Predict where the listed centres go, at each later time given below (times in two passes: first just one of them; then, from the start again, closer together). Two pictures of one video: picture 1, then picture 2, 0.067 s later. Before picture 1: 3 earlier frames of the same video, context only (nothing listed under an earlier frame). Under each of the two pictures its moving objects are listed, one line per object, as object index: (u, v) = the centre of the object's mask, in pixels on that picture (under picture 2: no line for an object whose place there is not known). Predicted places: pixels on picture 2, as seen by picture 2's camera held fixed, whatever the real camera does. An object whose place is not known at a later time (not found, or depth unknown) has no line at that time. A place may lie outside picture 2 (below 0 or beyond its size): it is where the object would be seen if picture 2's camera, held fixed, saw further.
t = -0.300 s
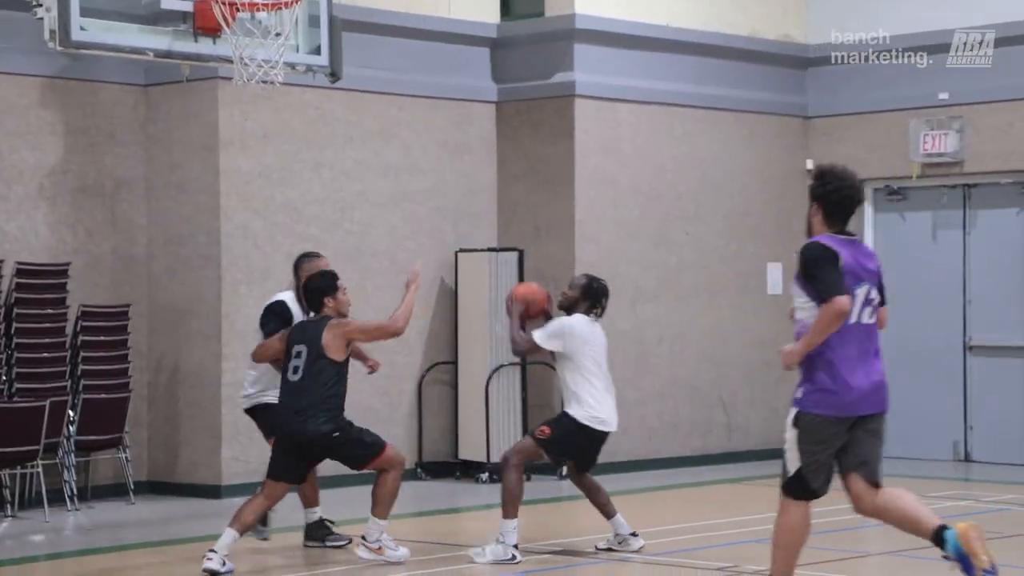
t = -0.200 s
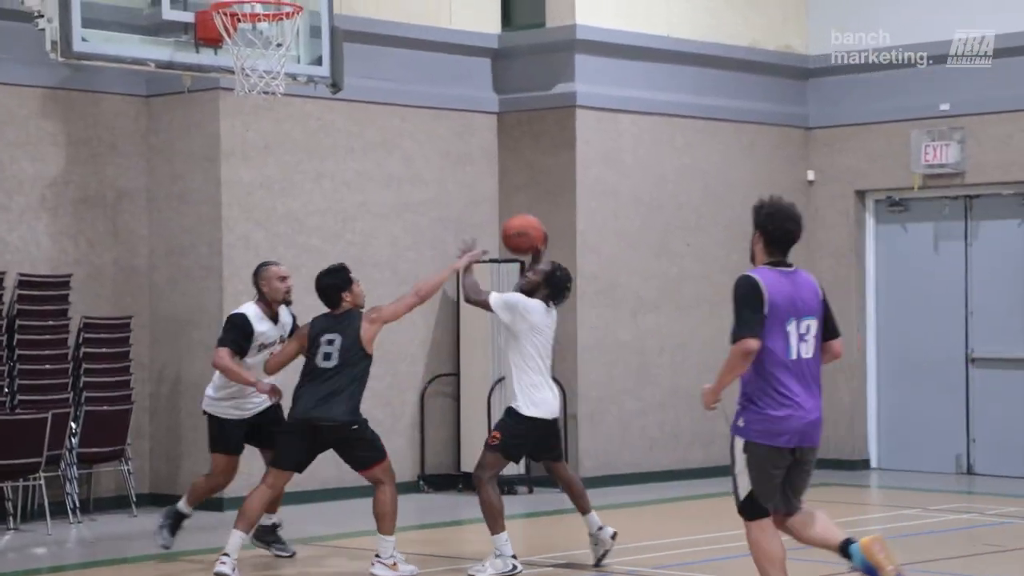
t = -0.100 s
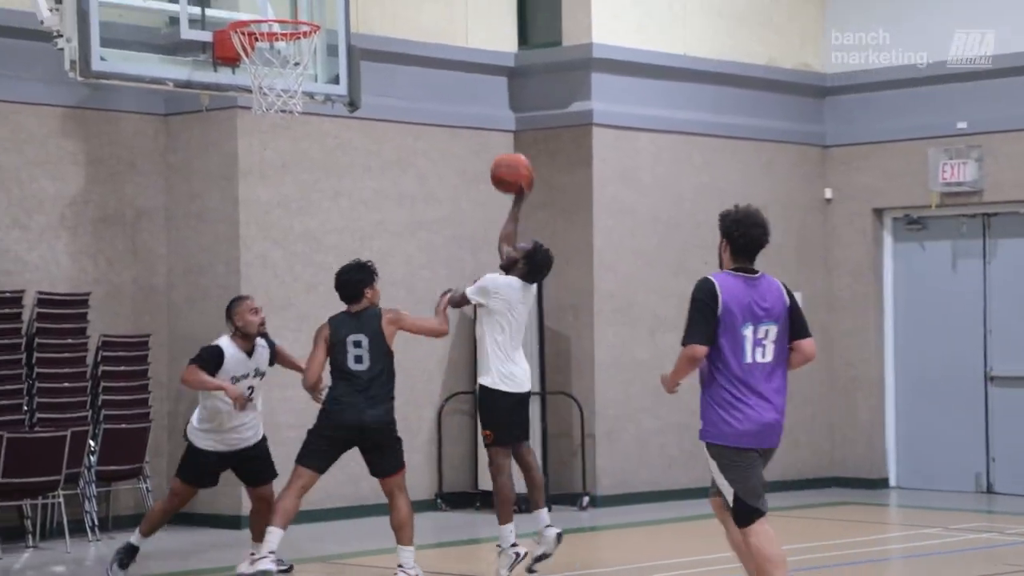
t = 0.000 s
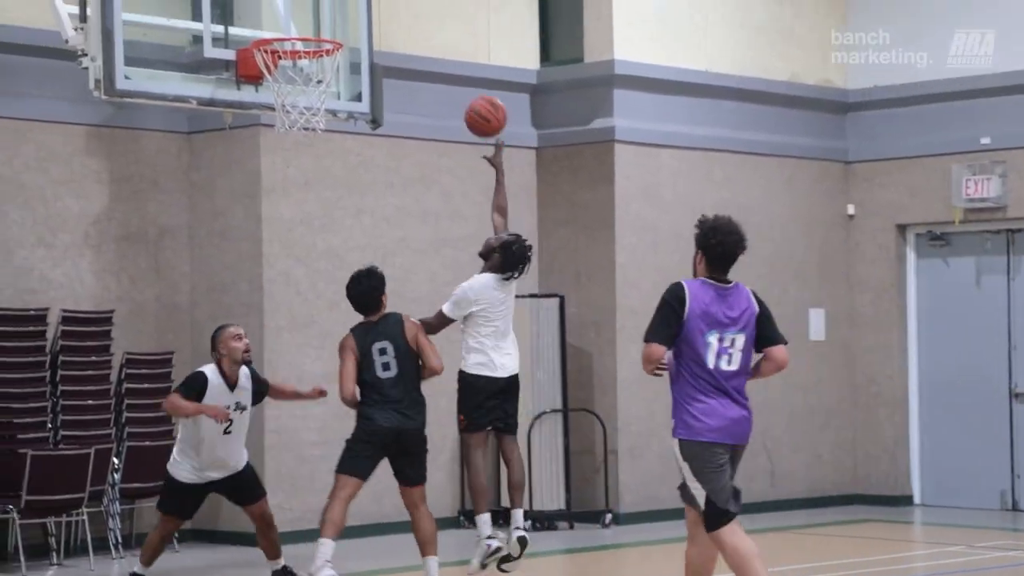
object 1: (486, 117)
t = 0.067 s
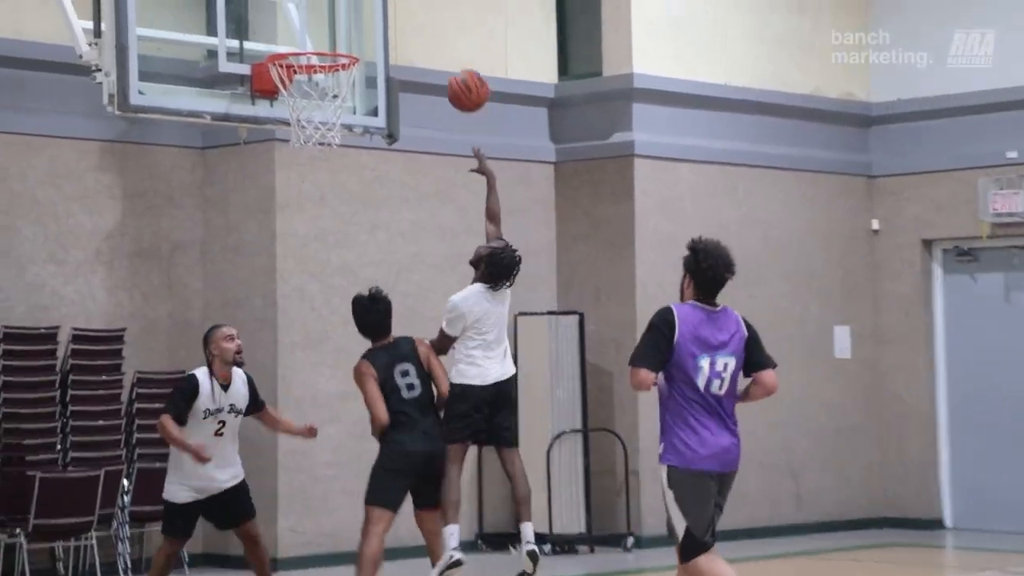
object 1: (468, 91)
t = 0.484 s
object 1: (332, 17)
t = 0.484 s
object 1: (332, 17)
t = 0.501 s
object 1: (331, 21)
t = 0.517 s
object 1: (331, 25)
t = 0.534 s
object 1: (331, 30)
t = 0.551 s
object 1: (330, 33)
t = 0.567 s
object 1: (331, 37)
